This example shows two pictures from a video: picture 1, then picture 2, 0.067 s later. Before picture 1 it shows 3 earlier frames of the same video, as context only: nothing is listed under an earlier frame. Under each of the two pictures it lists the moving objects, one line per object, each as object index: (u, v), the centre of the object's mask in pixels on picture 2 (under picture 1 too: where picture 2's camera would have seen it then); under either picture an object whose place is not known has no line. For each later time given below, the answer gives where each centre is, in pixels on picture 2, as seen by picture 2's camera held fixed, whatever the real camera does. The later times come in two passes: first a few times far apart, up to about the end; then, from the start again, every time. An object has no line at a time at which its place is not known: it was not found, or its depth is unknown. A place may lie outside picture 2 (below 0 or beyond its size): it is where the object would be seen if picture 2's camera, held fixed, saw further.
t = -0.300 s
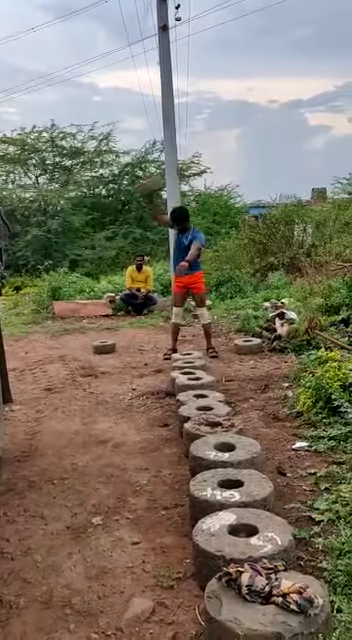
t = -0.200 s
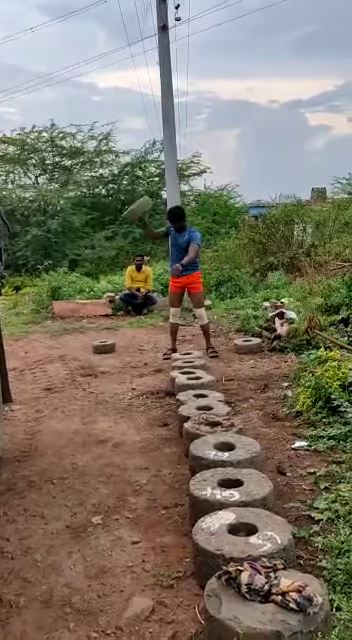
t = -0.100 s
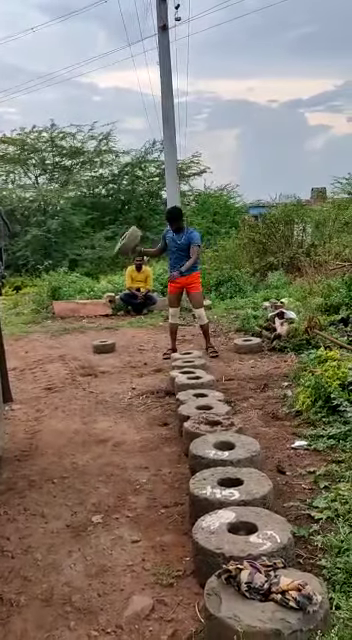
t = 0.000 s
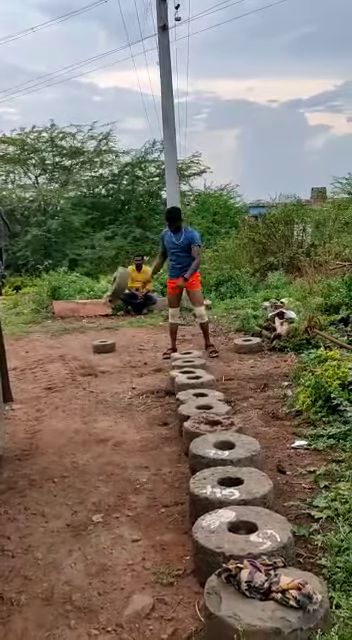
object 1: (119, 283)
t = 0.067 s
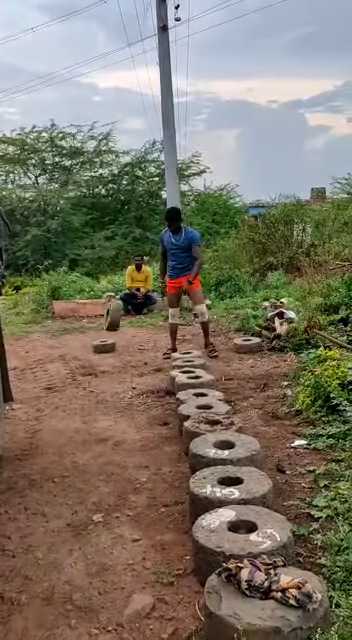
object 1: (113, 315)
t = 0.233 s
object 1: (102, 346)
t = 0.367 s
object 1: (92, 350)
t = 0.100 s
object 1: (110, 336)
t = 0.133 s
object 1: (107, 350)
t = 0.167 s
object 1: (106, 348)
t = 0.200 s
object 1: (103, 346)
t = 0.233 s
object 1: (102, 346)
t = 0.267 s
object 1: (99, 347)
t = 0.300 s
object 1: (97, 348)
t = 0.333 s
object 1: (95, 349)
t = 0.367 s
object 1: (92, 350)
